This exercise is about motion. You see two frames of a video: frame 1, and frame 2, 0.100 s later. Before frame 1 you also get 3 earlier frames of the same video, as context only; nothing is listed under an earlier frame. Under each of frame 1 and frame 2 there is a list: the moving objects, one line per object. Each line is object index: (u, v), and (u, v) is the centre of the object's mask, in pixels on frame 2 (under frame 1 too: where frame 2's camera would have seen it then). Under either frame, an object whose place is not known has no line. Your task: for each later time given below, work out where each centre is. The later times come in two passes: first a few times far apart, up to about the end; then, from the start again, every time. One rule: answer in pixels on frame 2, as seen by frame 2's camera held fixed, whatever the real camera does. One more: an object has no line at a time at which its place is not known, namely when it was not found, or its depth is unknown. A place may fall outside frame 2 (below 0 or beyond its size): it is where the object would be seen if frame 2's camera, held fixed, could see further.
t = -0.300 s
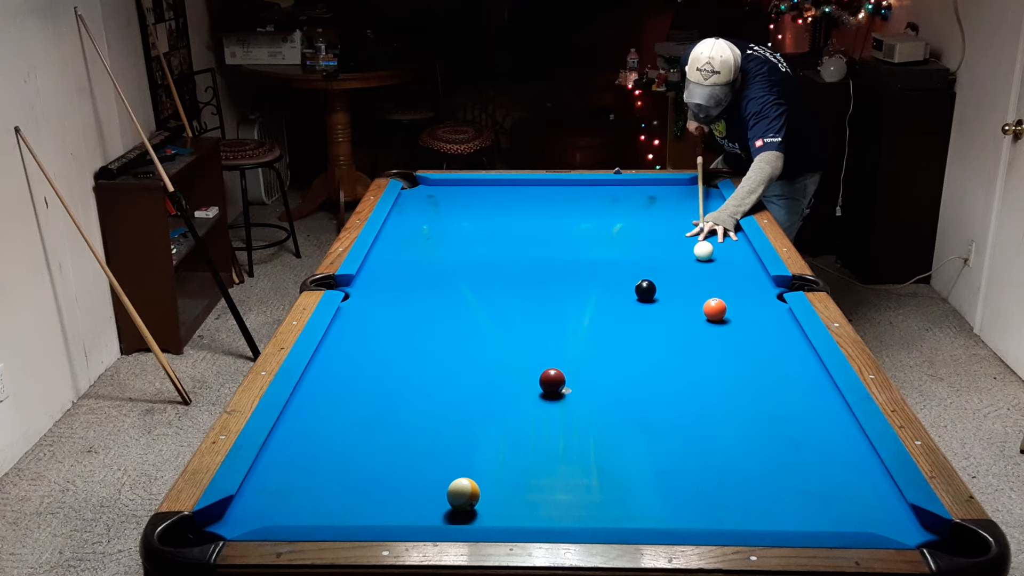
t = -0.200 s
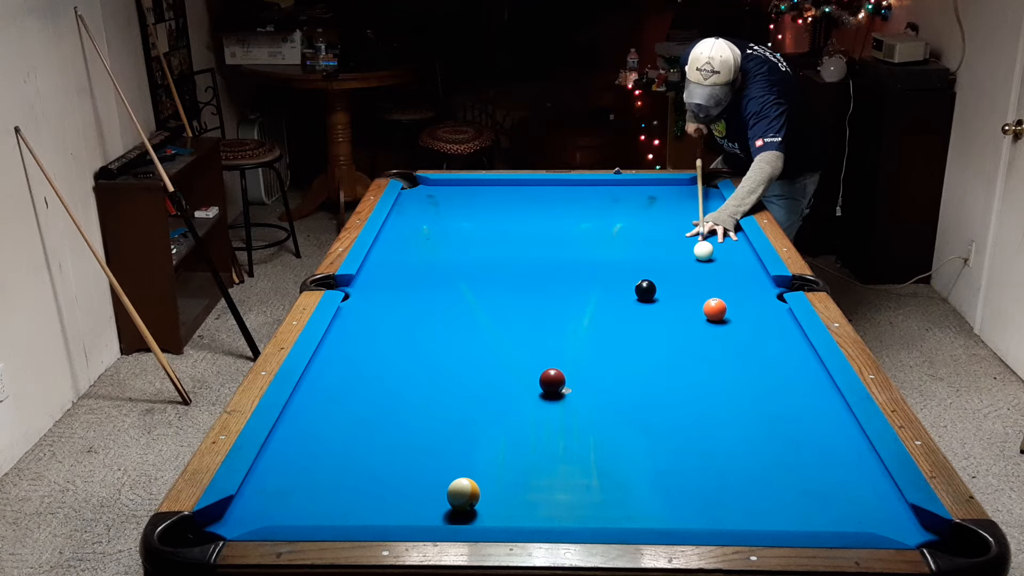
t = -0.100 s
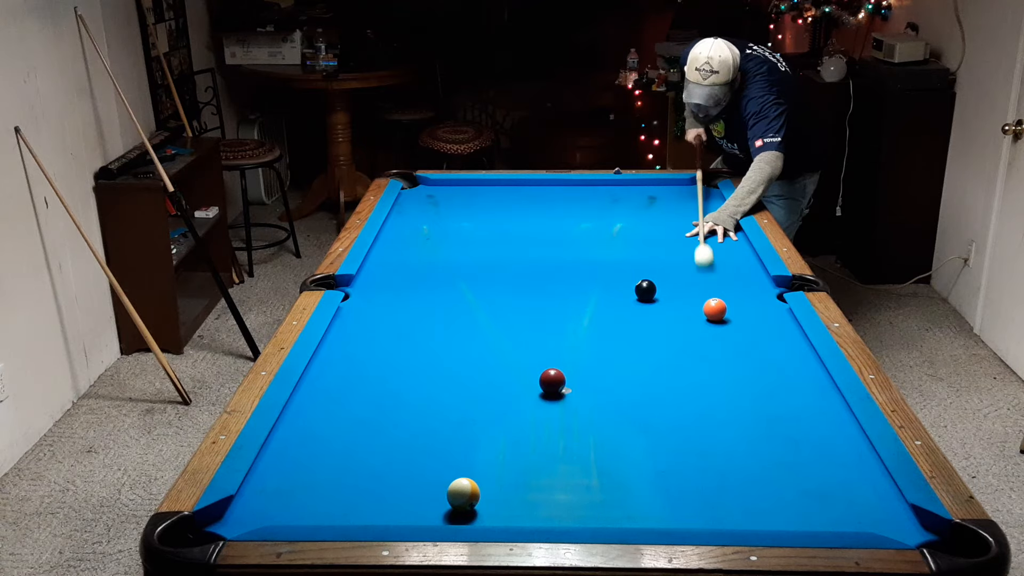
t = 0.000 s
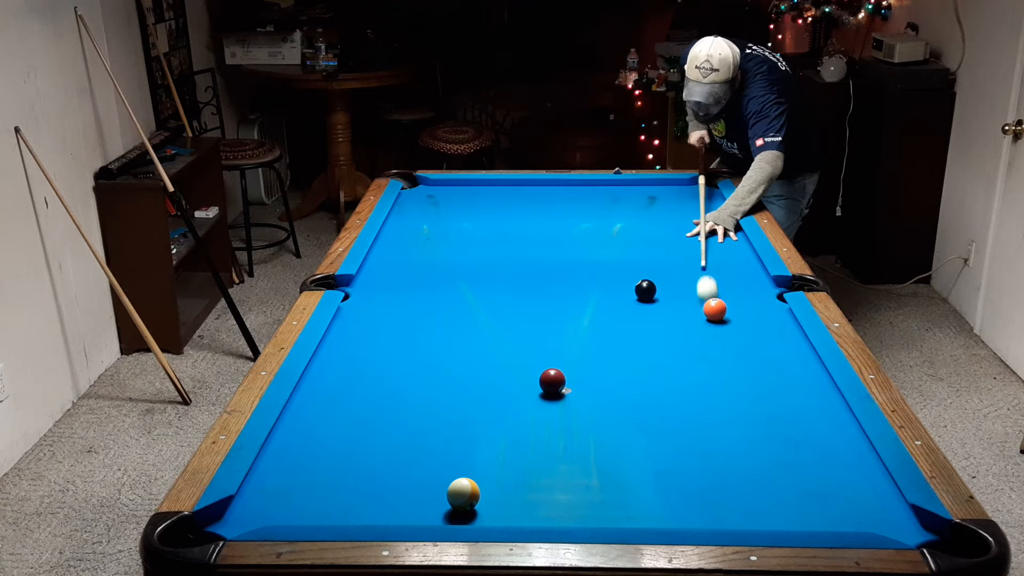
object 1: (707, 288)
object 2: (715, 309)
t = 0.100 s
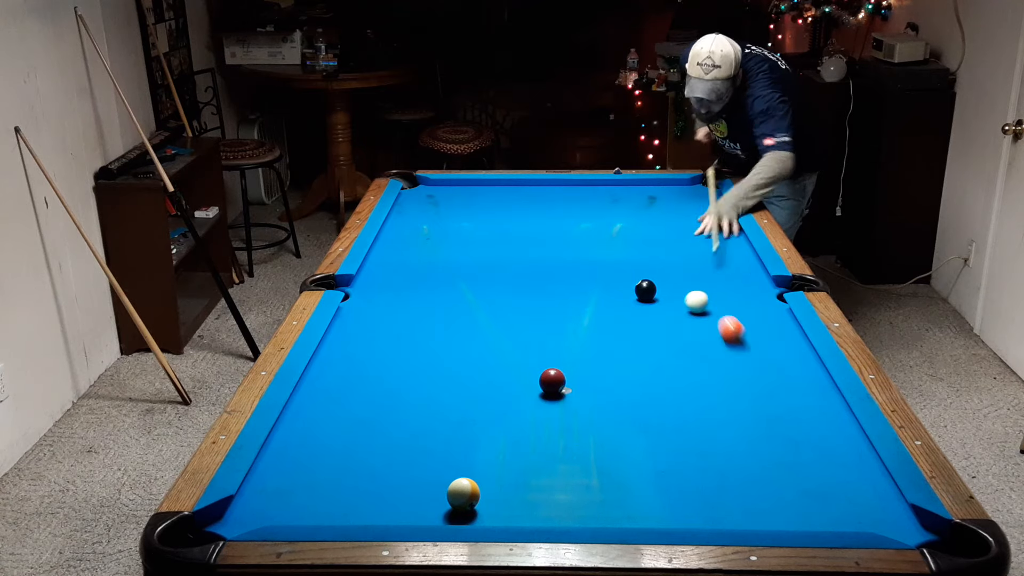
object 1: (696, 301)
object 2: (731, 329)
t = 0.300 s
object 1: (666, 303)
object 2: (779, 390)
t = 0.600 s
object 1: (623, 305)
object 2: (880, 516)
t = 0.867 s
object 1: (587, 307)
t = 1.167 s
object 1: (549, 308)
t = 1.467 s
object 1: (514, 310)
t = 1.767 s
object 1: (482, 312)
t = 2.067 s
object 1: (453, 313)
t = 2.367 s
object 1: (426, 314)
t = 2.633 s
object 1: (405, 315)
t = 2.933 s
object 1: (384, 317)
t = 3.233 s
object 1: (365, 318)
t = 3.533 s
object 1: (350, 319)
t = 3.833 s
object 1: (347, 320)
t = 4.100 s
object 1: (352, 320)
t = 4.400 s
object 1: (357, 319)
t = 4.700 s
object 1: (358, 320)
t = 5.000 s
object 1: (358, 320)
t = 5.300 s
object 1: (358, 320)
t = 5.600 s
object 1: (358, 320)
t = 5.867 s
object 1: (358, 320)
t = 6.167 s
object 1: (358, 320)
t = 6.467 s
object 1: (358, 320)
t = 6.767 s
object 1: (358, 320)
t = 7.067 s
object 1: (358, 320)
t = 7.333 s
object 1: (358, 320)
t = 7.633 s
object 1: (358, 320)
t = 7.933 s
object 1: (358, 320)
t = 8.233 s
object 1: (358, 320)
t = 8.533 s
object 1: (358, 320)
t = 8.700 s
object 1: (358, 320)
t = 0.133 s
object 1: (691, 302)
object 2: (739, 339)
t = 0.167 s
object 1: (686, 302)
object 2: (747, 349)
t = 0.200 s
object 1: (681, 302)
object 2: (754, 359)
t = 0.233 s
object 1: (676, 302)
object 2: (762, 369)
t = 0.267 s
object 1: (671, 303)
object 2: (770, 379)
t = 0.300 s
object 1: (666, 303)
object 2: (779, 390)
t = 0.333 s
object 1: (661, 303)
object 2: (788, 402)
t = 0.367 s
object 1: (656, 303)
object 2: (798, 414)
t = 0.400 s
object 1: (652, 303)
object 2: (808, 426)
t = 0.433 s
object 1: (647, 304)
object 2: (819, 440)
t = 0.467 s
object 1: (642, 303)
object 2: (830, 453)
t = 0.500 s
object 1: (637, 304)
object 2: (841, 468)
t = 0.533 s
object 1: (633, 304)
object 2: (853, 483)
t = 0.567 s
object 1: (628, 304)
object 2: (866, 501)
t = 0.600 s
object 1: (623, 305)
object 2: (880, 516)
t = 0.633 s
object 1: (619, 305)
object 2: (897, 528)
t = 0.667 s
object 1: (614, 305)
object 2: (915, 529)
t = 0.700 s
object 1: (610, 306)
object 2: (932, 531)
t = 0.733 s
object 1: (605, 306)
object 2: (938, 537)
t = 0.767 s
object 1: (600, 306)
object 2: (939, 545)
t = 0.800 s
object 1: (596, 306)
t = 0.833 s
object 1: (592, 306)
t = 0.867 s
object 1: (587, 307)
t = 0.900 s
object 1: (583, 307)
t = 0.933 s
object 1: (579, 307)
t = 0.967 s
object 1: (575, 307)
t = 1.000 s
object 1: (570, 308)
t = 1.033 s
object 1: (566, 308)
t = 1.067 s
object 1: (562, 308)
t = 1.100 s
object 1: (558, 308)
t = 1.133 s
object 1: (554, 308)
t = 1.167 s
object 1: (549, 308)
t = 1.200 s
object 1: (545, 309)
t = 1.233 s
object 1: (541, 309)
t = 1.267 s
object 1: (537, 309)
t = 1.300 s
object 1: (533, 309)
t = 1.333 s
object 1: (530, 309)
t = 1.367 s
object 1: (526, 309)
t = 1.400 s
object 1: (522, 310)
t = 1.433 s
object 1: (518, 310)
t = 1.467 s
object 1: (514, 310)
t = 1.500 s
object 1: (510, 310)
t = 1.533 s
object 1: (507, 310)
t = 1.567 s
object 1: (503, 311)
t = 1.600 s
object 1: (499, 311)
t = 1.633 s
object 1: (496, 311)
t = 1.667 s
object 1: (492, 311)
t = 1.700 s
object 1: (489, 311)
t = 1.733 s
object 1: (485, 312)
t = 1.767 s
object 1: (482, 312)
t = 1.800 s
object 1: (478, 312)
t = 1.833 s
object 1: (475, 312)
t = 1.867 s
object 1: (472, 312)
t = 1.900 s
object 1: (469, 312)
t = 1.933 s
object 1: (465, 312)
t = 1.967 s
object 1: (462, 313)
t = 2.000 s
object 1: (459, 313)
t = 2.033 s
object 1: (456, 313)
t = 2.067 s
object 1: (453, 313)
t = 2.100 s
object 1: (449, 313)
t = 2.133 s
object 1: (446, 313)
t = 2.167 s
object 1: (443, 313)
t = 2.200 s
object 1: (440, 314)
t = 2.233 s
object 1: (437, 314)
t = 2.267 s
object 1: (434, 314)
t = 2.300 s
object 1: (432, 314)
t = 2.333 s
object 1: (429, 314)
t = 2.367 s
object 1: (426, 314)
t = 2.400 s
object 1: (423, 314)
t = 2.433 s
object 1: (420, 315)
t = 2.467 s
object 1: (418, 315)
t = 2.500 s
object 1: (415, 315)
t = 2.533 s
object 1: (413, 315)
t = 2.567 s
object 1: (410, 315)
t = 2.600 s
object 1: (407, 315)
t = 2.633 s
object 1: (405, 315)
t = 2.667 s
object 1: (402, 316)
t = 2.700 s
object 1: (400, 316)
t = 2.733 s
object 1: (398, 316)
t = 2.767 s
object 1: (395, 316)
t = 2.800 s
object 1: (393, 316)
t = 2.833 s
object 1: (390, 316)
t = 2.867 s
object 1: (388, 317)
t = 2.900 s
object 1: (386, 317)
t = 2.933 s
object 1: (384, 317)
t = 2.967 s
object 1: (382, 317)
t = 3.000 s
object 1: (380, 317)
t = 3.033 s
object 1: (377, 317)
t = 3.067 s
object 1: (375, 317)
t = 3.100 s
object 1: (373, 318)
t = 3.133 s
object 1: (371, 318)
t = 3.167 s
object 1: (369, 318)
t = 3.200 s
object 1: (367, 318)
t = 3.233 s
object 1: (365, 318)
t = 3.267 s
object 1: (364, 318)
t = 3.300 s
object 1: (362, 318)
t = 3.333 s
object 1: (360, 318)
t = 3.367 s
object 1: (358, 318)
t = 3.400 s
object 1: (356, 318)
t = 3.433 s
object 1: (355, 319)
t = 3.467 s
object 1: (353, 319)
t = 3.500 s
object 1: (351, 319)
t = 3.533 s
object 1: (350, 319)
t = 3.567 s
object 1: (348, 319)
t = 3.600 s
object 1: (347, 319)
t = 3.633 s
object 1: (345, 319)
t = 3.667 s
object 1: (344, 319)
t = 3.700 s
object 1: (344, 320)
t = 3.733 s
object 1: (345, 320)
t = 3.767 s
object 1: (345, 320)
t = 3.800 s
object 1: (346, 320)
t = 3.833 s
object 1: (347, 320)
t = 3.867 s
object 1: (348, 320)
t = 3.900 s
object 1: (348, 320)
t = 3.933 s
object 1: (349, 320)
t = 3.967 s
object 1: (350, 320)
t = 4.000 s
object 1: (350, 320)
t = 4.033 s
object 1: (351, 320)
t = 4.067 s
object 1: (352, 320)
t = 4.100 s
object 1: (352, 320)
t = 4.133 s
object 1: (353, 320)
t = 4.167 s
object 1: (353, 320)
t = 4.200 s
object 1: (354, 320)
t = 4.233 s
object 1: (354, 320)
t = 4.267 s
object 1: (355, 320)
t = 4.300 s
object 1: (355, 320)
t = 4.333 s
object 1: (356, 319)
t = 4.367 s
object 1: (356, 319)
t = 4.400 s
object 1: (357, 319)
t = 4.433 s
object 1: (357, 320)
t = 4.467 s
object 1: (357, 320)
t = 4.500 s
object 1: (357, 320)
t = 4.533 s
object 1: (357, 320)
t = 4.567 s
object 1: (357, 320)
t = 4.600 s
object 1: (357, 320)
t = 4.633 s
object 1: (358, 320)
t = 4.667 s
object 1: (358, 320)
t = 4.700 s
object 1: (358, 320)
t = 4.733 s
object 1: (358, 320)
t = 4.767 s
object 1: (358, 320)
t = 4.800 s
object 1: (358, 320)
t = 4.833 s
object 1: (358, 320)
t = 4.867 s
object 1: (358, 320)
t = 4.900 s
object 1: (358, 320)
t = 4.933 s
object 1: (358, 320)
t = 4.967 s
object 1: (358, 320)
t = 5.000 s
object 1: (358, 320)
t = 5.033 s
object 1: (358, 320)
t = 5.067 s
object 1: (358, 320)
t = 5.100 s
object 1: (358, 320)
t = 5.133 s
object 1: (358, 320)
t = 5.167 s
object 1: (358, 320)
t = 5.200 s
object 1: (358, 320)
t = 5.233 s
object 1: (358, 320)
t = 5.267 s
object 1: (358, 320)
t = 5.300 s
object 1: (358, 320)
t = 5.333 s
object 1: (358, 320)
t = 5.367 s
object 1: (358, 320)
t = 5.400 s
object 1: (358, 320)
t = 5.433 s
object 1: (358, 320)
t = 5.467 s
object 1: (358, 320)
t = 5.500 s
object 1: (358, 320)
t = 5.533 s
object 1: (358, 320)
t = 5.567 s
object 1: (358, 320)
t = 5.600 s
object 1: (358, 320)
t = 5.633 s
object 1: (358, 320)
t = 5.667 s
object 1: (358, 320)
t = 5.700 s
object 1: (358, 320)
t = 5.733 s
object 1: (358, 320)
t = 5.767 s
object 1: (358, 320)
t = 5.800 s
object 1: (358, 320)
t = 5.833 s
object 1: (358, 320)
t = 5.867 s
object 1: (358, 320)
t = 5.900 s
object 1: (358, 320)
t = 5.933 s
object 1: (358, 320)
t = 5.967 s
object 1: (358, 320)
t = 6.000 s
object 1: (358, 320)
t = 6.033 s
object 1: (358, 320)
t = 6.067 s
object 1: (358, 320)
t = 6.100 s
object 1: (358, 320)
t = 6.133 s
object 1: (358, 320)
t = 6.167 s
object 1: (358, 320)
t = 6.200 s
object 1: (358, 320)
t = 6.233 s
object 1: (358, 320)
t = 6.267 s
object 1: (358, 320)
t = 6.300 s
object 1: (358, 320)
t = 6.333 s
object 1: (358, 320)
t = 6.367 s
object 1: (358, 320)
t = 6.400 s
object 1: (358, 320)
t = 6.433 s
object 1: (358, 320)
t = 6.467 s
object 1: (358, 320)
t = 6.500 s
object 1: (358, 320)
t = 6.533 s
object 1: (358, 320)
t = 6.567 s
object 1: (358, 320)
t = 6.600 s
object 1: (358, 320)
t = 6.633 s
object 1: (358, 320)
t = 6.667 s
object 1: (358, 320)
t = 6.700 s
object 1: (358, 320)
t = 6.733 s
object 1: (358, 320)
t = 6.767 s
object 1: (358, 320)
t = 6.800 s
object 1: (358, 320)
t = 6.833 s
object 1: (358, 320)
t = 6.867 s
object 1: (358, 320)
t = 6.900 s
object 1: (358, 320)
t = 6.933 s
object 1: (358, 320)
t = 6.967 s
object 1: (358, 320)
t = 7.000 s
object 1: (358, 320)
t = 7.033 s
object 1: (358, 320)
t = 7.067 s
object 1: (358, 320)
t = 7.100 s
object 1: (358, 320)
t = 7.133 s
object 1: (358, 320)
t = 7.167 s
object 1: (358, 320)
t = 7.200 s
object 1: (358, 320)
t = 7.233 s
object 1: (358, 320)
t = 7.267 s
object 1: (358, 320)
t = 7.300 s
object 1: (358, 320)
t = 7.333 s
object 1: (358, 320)
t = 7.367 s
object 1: (358, 320)
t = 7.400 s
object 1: (358, 320)
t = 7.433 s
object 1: (358, 320)
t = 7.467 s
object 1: (358, 320)
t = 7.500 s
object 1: (358, 320)
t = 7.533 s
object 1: (358, 320)
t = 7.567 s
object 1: (358, 320)
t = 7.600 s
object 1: (358, 320)
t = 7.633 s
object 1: (358, 320)
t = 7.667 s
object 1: (358, 320)
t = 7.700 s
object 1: (358, 320)
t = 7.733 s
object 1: (358, 320)
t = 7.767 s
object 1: (358, 320)
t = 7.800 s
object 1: (358, 320)
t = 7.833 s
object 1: (358, 320)
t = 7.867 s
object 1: (358, 320)
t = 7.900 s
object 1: (358, 320)
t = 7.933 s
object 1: (358, 320)
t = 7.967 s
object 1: (358, 320)
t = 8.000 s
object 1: (358, 320)
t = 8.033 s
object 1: (358, 320)
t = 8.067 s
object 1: (358, 320)
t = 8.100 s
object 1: (358, 320)
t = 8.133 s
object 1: (358, 320)
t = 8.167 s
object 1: (358, 320)
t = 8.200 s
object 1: (358, 320)
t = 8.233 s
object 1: (358, 320)
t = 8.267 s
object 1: (358, 320)
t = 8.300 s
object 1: (358, 320)
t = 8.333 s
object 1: (358, 320)
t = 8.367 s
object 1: (358, 320)
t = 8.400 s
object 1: (358, 320)
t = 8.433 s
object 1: (358, 320)
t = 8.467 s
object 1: (358, 320)
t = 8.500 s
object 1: (358, 320)
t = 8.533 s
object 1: (358, 320)
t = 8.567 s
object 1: (358, 320)
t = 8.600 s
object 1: (358, 320)
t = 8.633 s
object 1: (358, 320)
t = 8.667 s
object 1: (358, 320)
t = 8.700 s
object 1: (358, 320)
